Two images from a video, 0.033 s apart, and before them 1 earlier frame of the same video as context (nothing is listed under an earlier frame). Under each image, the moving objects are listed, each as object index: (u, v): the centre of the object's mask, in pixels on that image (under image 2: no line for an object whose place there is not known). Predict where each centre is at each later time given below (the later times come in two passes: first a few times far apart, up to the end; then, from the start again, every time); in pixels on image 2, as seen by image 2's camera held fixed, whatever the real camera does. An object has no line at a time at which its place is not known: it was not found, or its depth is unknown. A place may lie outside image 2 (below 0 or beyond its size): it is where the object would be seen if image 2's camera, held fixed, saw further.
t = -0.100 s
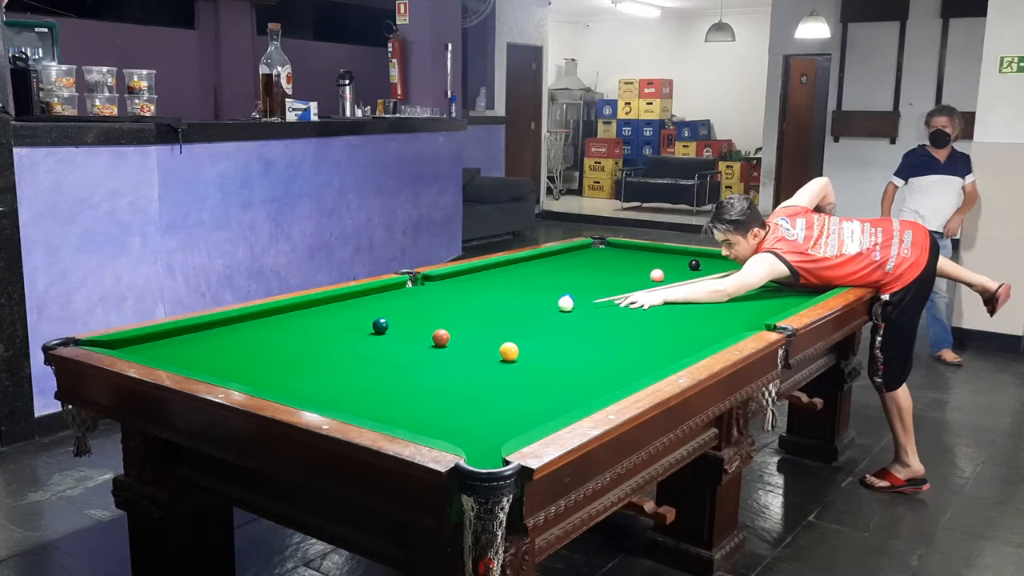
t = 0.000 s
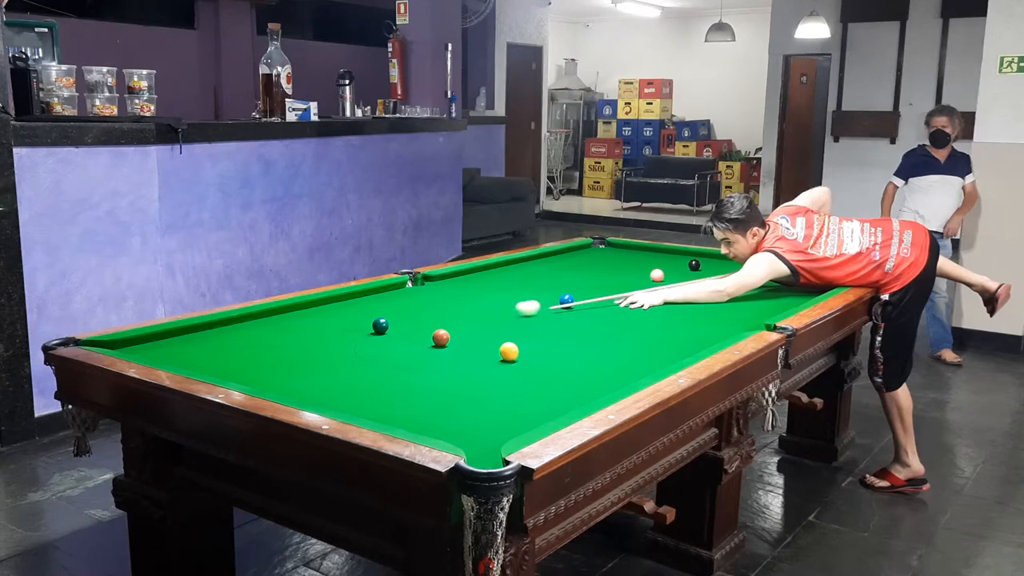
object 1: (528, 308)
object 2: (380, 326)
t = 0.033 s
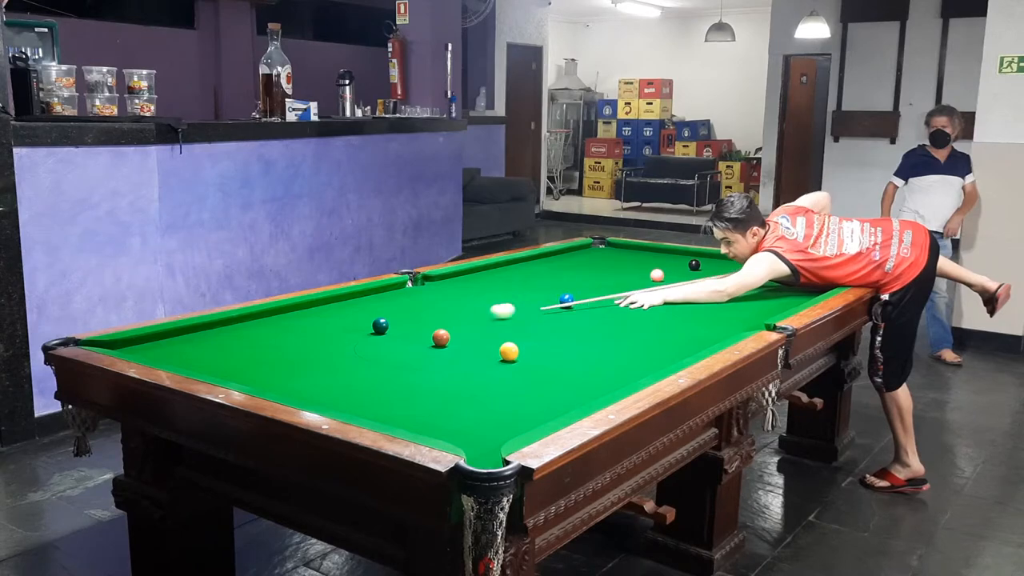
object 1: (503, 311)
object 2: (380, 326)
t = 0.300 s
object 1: (399, 328)
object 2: (281, 333)
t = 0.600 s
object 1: (405, 335)
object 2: (88, 344)
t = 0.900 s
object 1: (411, 342)
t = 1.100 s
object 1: (414, 347)
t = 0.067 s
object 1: (477, 314)
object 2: (380, 326)
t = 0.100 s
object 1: (452, 317)
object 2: (380, 326)
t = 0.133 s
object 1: (425, 320)
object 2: (380, 326)
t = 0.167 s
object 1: (401, 323)
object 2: (380, 326)
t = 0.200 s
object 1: (397, 325)
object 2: (357, 327)
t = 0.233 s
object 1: (398, 326)
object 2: (332, 329)
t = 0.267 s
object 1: (398, 327)
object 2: (306, 331)
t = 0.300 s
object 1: (399, 328)
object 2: (281, 333)
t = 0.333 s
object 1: (400, 329)
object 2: (256, 335)
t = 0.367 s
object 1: (400, 329)
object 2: (231, 336)
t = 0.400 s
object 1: (401, 330)
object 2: (208, 338)
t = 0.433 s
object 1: (402, 331)
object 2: (185, 339)
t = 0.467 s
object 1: (402, 332)
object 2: (162, 341)
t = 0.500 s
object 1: (403, 333)
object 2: (141, 343)
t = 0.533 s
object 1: (404, 334)
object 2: (119, 344)
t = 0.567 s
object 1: (404, 335)
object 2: (103, 344)
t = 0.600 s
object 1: (405, 335)
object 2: (88, 344)
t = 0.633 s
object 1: (406, 336)
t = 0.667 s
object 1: (406, 337)
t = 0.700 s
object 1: (407, 338)
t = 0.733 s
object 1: (408, 339)
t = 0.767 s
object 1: (408, 339)
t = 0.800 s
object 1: (409, 340)
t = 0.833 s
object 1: (410, 341)
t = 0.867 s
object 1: (410, 342)
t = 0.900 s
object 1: (411, 342)
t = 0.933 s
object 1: (411, 343)
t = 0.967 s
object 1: (412, 344)
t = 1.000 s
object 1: (413, 345)
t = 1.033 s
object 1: (413, 346)
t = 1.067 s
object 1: (414, 346)
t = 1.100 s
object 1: (414, 347)
